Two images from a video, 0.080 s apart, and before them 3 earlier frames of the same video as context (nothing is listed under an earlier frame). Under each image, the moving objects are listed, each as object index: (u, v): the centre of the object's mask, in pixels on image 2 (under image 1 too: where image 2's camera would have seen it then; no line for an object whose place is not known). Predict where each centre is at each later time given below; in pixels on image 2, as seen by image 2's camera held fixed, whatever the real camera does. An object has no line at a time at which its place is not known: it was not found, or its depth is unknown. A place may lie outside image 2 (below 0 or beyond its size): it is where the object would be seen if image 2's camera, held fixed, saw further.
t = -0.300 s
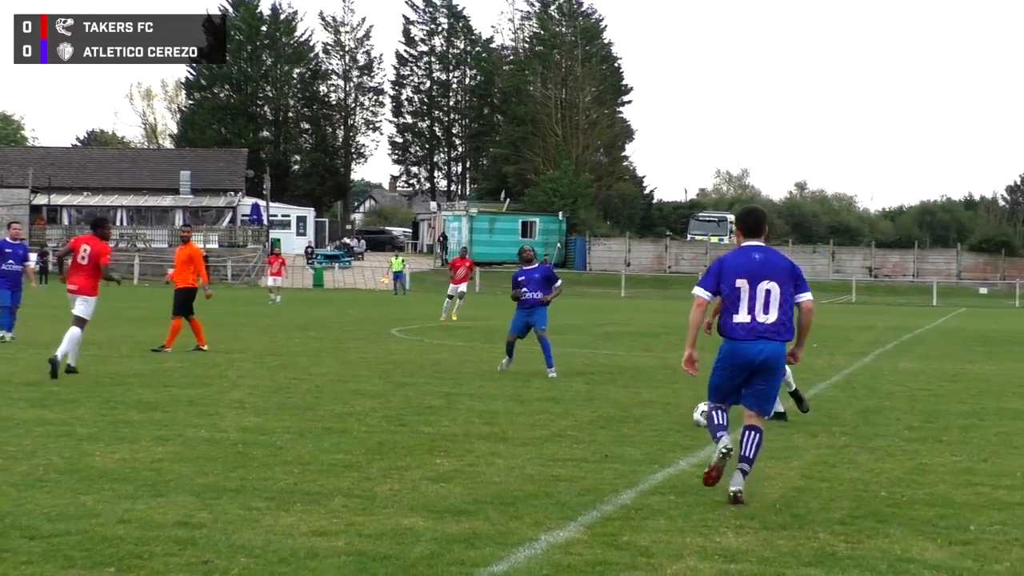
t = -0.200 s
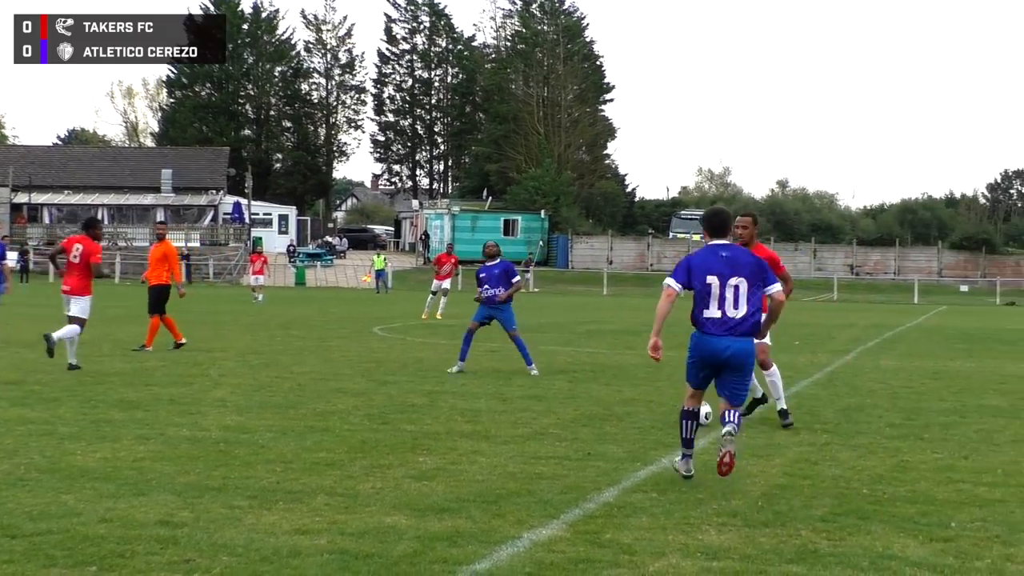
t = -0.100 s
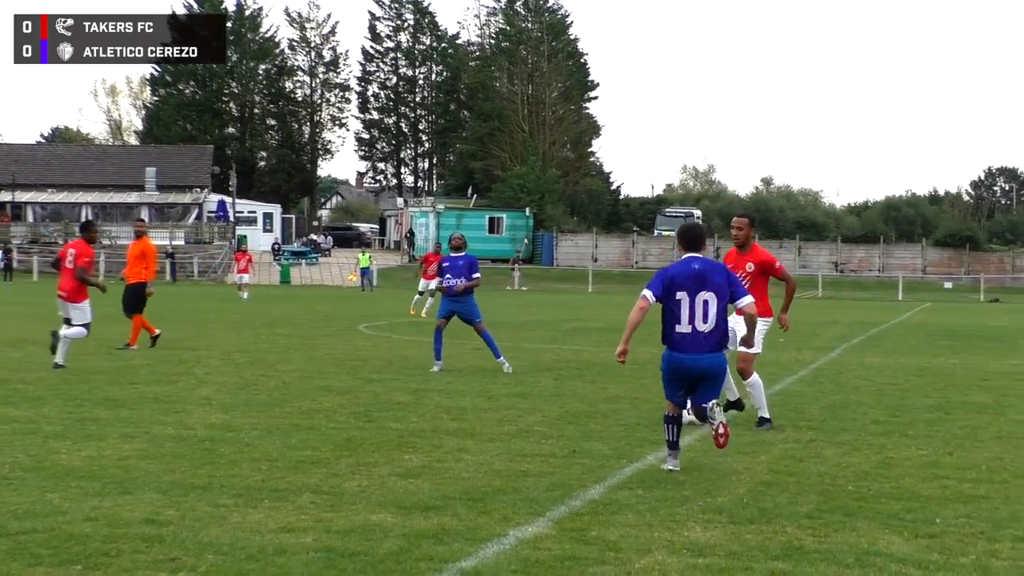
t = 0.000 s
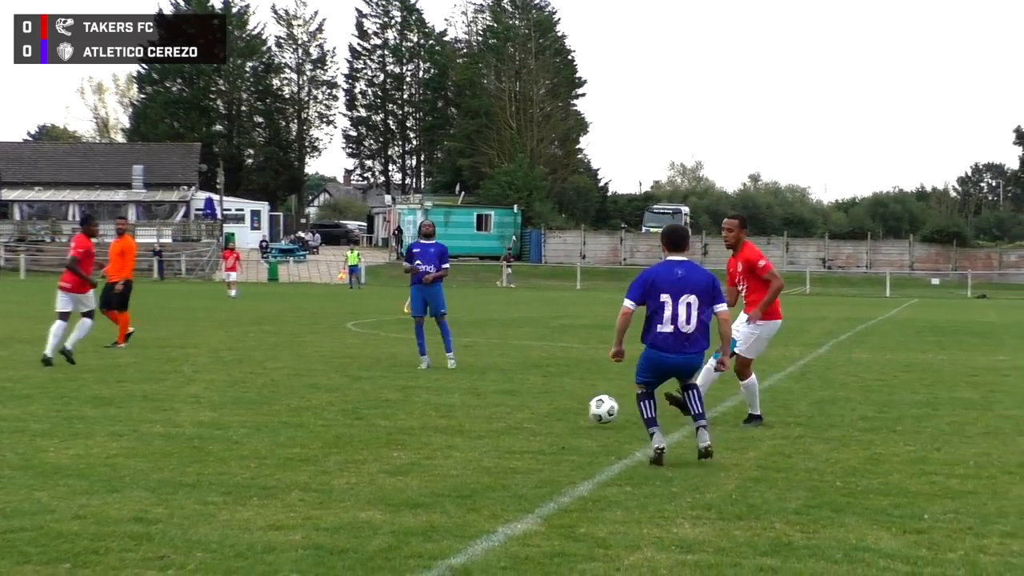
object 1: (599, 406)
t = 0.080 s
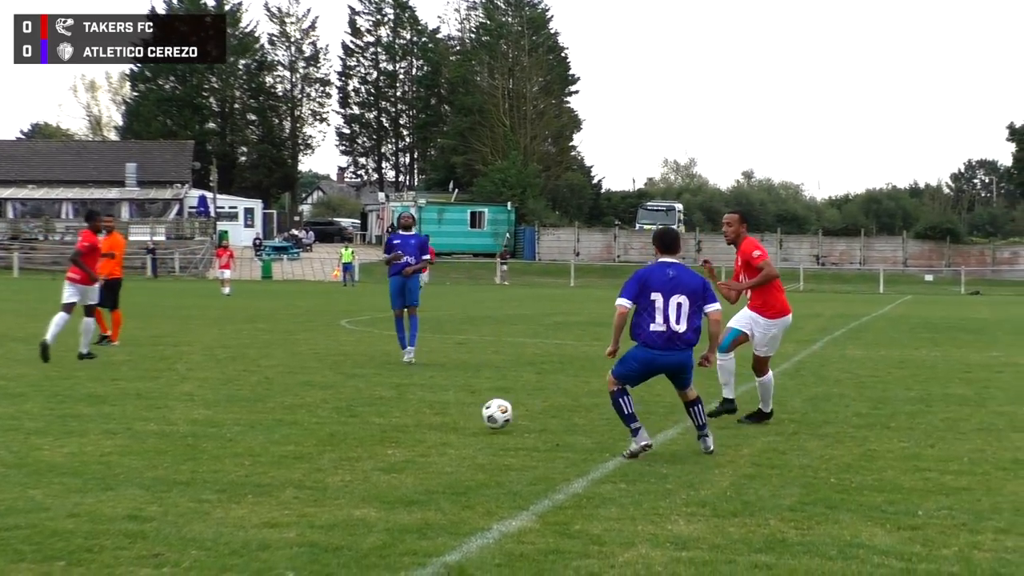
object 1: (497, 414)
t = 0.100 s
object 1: (471, 418)
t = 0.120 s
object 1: (444, 422)
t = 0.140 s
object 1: (415, 425)
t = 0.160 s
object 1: (388, 428)
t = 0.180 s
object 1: (362, 428)
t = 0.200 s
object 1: (335, 425)
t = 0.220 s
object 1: (309, 424)
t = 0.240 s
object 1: (280, 425)
